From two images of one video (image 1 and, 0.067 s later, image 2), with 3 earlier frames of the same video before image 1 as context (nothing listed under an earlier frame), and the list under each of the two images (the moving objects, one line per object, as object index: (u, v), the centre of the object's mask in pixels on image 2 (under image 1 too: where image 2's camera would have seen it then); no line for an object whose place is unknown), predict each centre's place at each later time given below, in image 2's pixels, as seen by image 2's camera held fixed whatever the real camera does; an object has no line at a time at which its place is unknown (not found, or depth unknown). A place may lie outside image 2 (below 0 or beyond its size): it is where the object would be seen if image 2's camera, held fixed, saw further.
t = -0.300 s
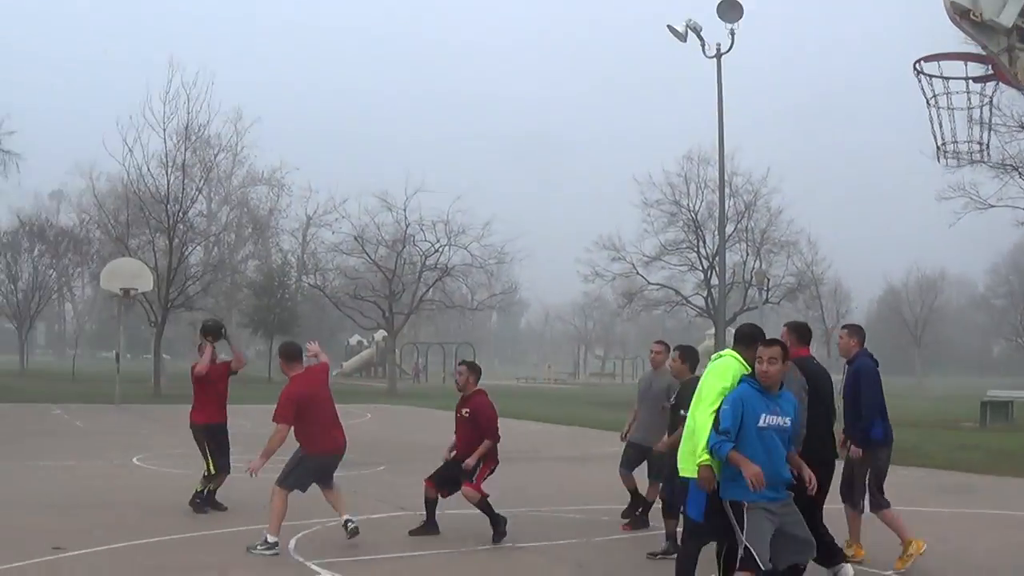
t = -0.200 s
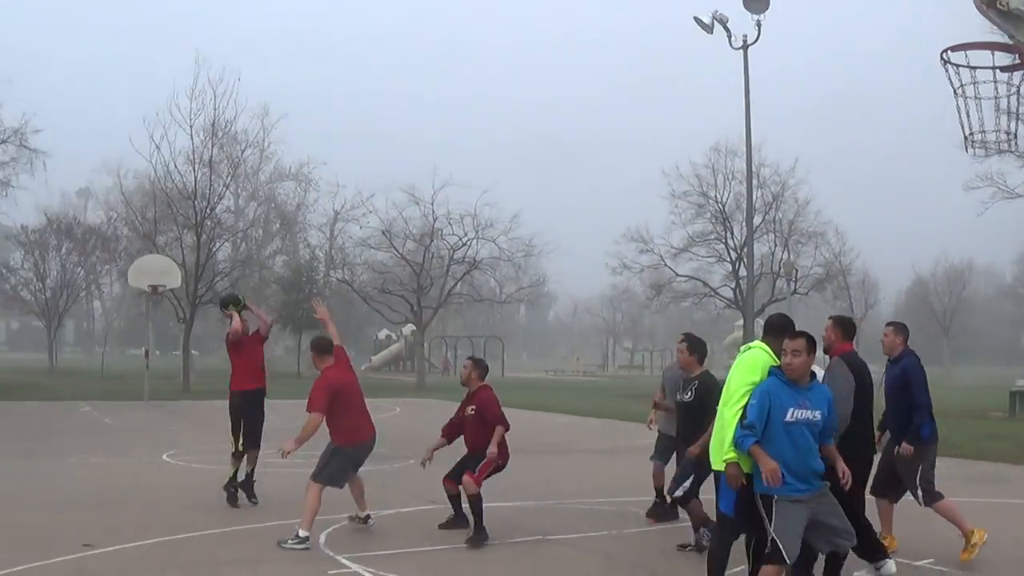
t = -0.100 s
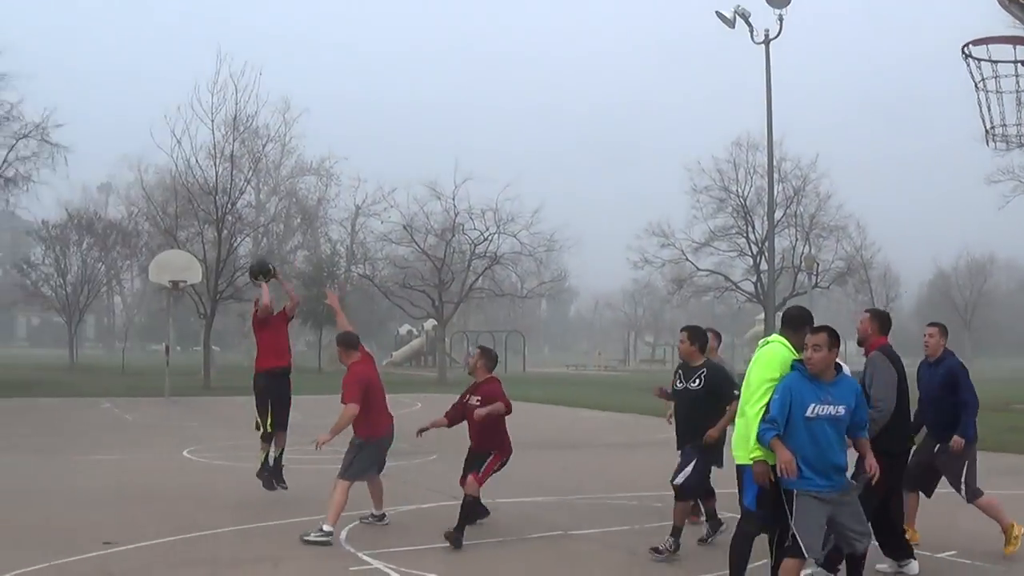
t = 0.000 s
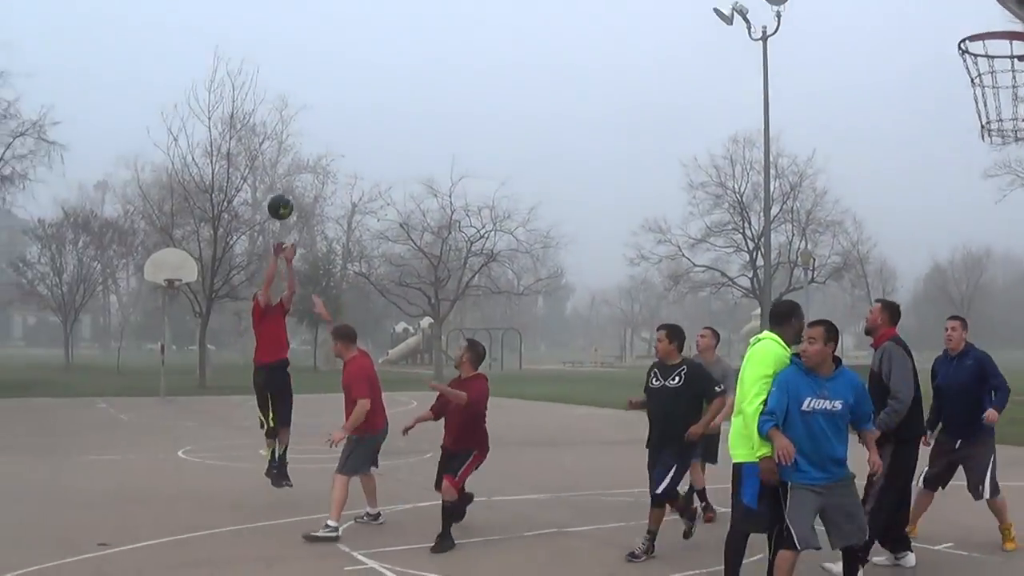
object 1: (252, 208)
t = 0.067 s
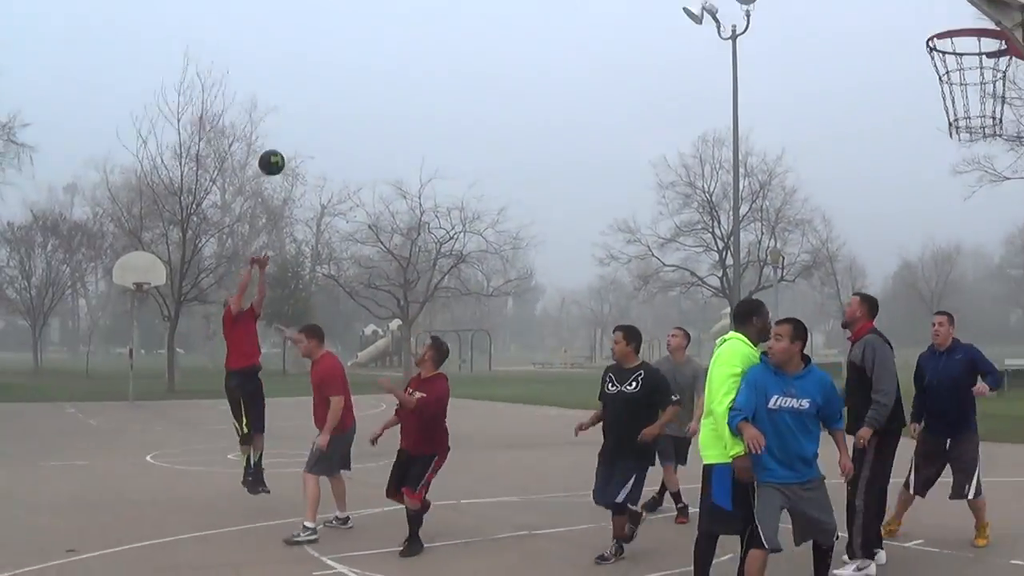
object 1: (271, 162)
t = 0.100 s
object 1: (282, 140)
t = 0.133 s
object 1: (294, 119)
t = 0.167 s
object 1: (305, 99)
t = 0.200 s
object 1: (318, 80)
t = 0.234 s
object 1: (331, 62)
